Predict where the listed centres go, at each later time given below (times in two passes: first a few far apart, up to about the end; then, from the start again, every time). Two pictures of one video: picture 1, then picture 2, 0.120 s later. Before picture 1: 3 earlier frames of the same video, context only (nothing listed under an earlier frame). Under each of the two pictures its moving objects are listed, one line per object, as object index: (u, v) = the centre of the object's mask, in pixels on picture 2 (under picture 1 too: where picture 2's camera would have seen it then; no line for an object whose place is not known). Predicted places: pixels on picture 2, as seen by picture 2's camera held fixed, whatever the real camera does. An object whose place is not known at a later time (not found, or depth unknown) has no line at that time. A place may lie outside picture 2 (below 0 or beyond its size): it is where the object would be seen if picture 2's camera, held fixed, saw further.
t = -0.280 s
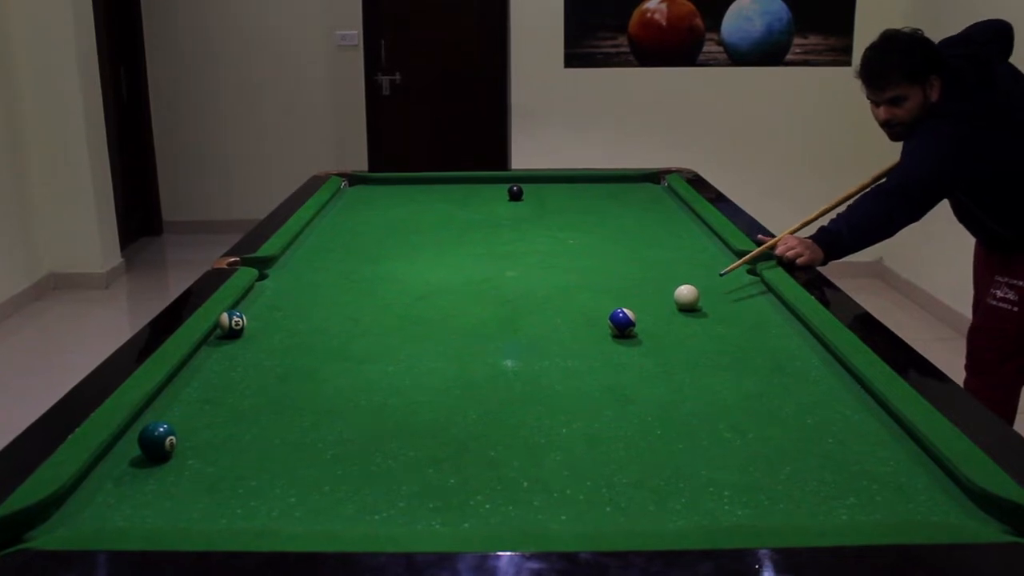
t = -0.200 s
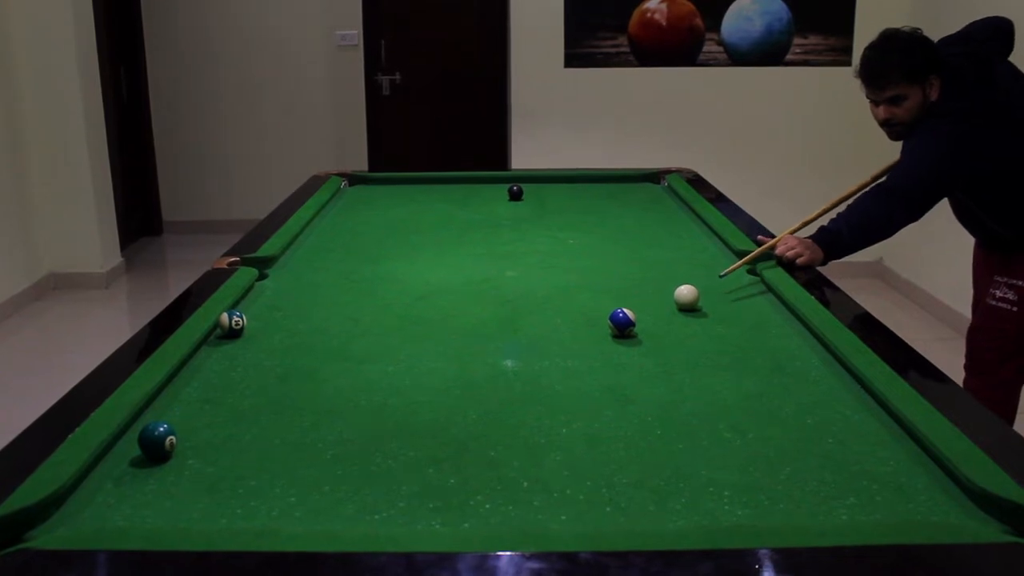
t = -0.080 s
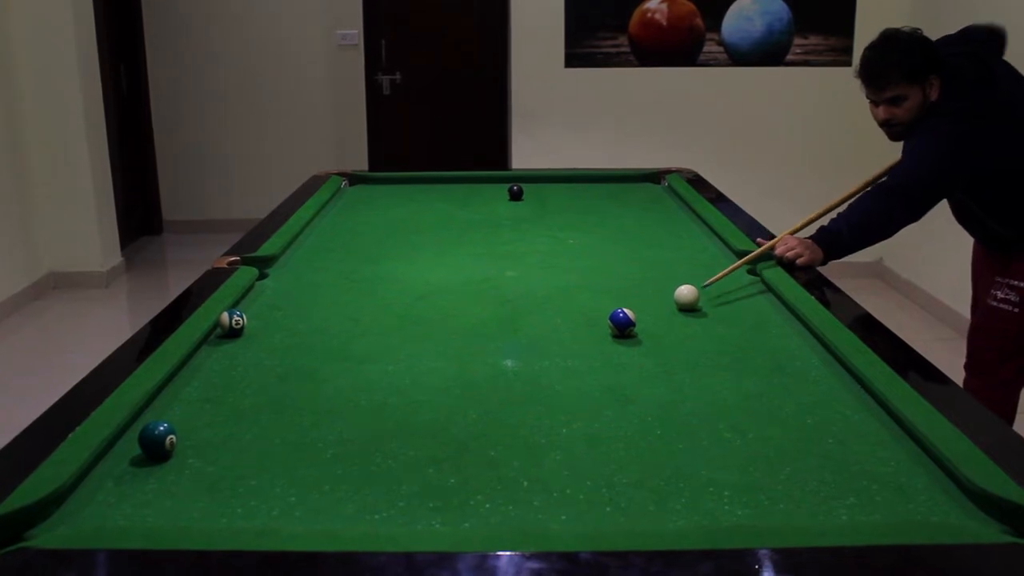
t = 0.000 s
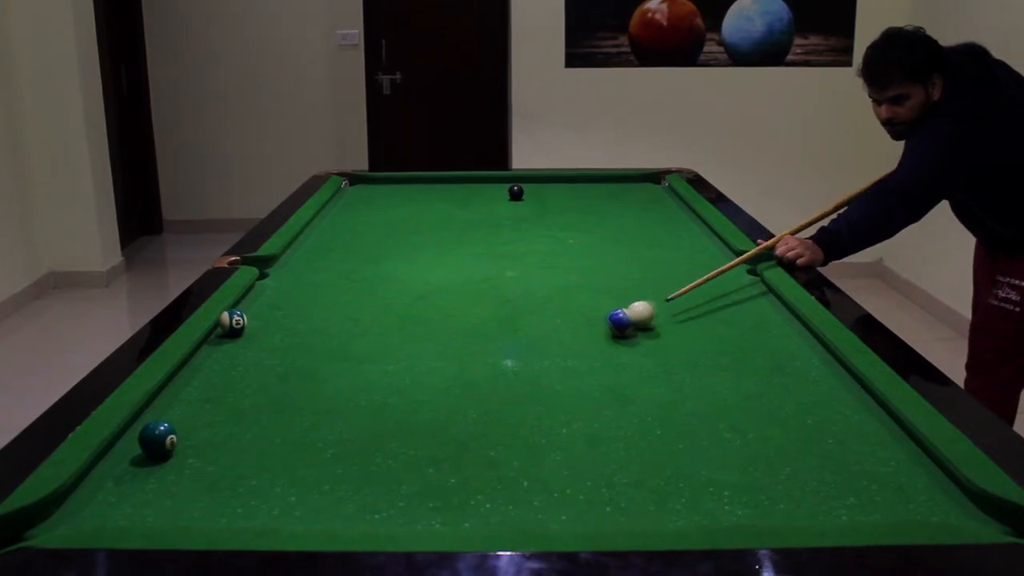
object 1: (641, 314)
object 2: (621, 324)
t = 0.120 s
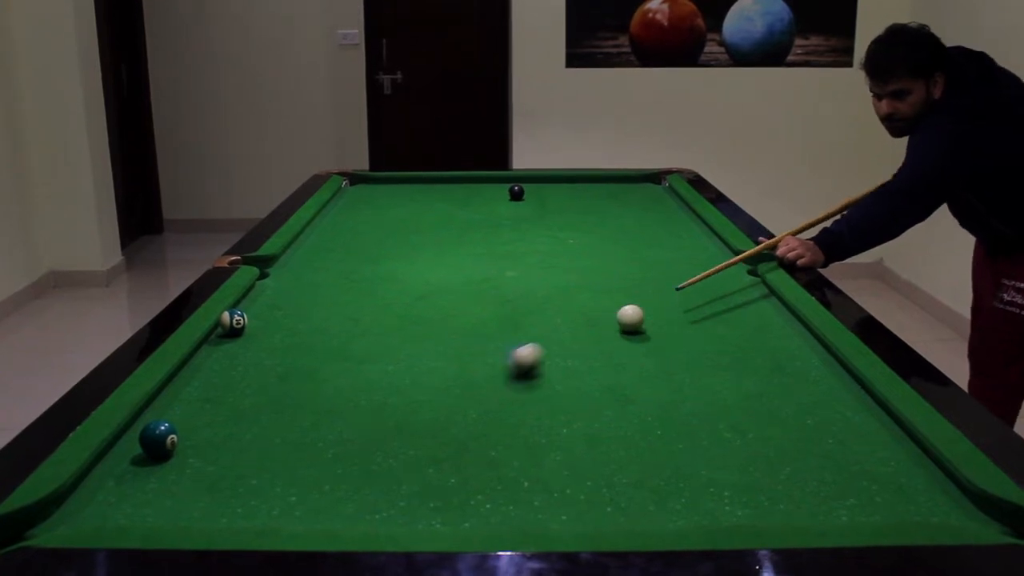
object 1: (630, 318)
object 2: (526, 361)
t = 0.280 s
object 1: (608, 325)
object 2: (396, 411)
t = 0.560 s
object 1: (569, 337)
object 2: (105, 510)
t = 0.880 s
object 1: (525, 350)
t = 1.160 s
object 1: (488, 359)
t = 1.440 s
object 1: (453, 367)
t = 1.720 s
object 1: (422, 373)
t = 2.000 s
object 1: (395, 378)
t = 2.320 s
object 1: (372, 381)
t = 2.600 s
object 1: (356, 383)
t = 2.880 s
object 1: (347, 383)
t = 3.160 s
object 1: (343, 383)
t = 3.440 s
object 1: (343, 383)
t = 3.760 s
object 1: (344, 383)
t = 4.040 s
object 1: (344, 383)
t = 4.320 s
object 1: (344, 383)
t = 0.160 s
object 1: (625, 320)
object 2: (492, 374)
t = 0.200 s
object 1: (619, 322)
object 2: (460, 386)
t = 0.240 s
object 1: (614, 324)
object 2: (430, 398)
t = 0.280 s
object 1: (608, 325)
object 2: (396, 411)
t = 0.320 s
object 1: (603, 327)
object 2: (361, 425)
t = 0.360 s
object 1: (597, 329)
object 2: (324, 439)
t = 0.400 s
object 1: (592, 330)
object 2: (283, 453)
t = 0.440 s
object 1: (586, 332)
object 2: (244, 469)
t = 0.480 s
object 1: (581, 334)
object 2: (199, 483)
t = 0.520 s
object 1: (575, 335)
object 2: (153, 500)
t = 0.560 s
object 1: (569, 337)
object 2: (105, 510)
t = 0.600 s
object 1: (564, 339)
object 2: (57, 518)
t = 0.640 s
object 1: (558, 340)
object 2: (25, 522)
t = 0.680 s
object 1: (553, 342)
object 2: (15, 540)
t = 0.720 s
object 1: (547, 343)
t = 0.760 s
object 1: (542, 345)
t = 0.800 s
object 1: (536, 346)
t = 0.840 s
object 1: (531, 348)
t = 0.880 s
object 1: (525, 350)
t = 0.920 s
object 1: (520, 351)
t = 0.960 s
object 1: (515, 352)
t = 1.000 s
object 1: (509, 354)
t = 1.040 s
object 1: (504, 355)
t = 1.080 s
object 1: (499, 356)
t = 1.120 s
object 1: (493, 357)
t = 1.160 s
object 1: (488, 359)
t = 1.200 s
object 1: (483, 360)
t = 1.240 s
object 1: (478, 362)
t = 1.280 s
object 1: (473, 363)
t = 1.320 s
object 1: (468, 364)
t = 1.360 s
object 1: (463, 365)
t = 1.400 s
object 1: (458, 366)
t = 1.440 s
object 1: (453, 367)
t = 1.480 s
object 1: (448, 368)
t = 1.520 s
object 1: (444, 369)
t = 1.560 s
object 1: (439, 370)
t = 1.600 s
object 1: (435, 371)
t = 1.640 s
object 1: (430, 371)
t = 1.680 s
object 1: (426, 372)
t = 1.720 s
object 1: (422, 373)
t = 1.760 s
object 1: (418, 374)
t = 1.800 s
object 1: (414, 375)
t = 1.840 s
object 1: (409, 376)
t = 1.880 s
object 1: (406, 376)
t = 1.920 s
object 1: (402, 377)
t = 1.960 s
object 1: (399, 377)
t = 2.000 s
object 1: (395, 378)
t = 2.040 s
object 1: (392, 379)
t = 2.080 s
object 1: (389, 379)
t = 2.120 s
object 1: (386, 380)
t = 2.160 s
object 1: (383, 380)
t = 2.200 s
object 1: (380, 381)
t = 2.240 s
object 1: (377, 381)
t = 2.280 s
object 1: (374, 381)
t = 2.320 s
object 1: (372, 381)
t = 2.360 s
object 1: (369, 382)
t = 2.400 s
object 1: (366, 382)
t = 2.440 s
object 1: (364, 382)
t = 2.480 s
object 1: (362, 383)
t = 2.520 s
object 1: (360, 383)
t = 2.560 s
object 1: (358, 383)
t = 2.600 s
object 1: (356, 383)
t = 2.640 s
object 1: (355, 383)
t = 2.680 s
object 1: (353, 383)
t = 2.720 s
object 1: (351, 383)
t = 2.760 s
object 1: (350, 383)
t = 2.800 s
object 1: (349, 384)
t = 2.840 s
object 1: (348, 384)
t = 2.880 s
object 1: (347, 383)
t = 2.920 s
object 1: (346, 383)
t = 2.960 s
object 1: (345, 383)
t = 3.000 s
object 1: (344, 383)
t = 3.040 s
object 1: (344, 383)
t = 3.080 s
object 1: (344, 383)
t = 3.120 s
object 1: (344, 383)
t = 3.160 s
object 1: (343, 383)
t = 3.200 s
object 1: (343, 383)
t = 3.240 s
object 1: (343, 383)
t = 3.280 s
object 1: (343, 383)
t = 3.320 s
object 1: (343, 383)
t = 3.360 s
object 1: (343, 383)
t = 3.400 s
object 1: (343, 383)
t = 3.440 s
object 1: (343, 383)
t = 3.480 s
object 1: (343, 383)
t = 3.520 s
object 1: (343, 383)
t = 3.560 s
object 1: (343, 383)
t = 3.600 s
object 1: (343, 383)
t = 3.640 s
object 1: (343, 383)
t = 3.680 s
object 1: (344, 383)
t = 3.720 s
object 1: (344, 383)
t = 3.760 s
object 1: (344, 383)
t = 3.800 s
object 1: (344, 383)
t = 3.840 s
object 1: (344, 383)
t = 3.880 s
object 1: (344, 383)
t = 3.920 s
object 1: (344, 383)
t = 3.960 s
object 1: (344, 383)
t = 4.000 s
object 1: (344, 383)
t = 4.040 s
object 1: (344, 383)
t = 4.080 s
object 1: (344, 383)
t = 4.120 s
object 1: (344, 383)
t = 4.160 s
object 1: (343, 383)
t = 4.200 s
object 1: (343, 383)
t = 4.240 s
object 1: (343, 383)
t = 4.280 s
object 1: (344, 383)
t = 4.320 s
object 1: (344, 383)
